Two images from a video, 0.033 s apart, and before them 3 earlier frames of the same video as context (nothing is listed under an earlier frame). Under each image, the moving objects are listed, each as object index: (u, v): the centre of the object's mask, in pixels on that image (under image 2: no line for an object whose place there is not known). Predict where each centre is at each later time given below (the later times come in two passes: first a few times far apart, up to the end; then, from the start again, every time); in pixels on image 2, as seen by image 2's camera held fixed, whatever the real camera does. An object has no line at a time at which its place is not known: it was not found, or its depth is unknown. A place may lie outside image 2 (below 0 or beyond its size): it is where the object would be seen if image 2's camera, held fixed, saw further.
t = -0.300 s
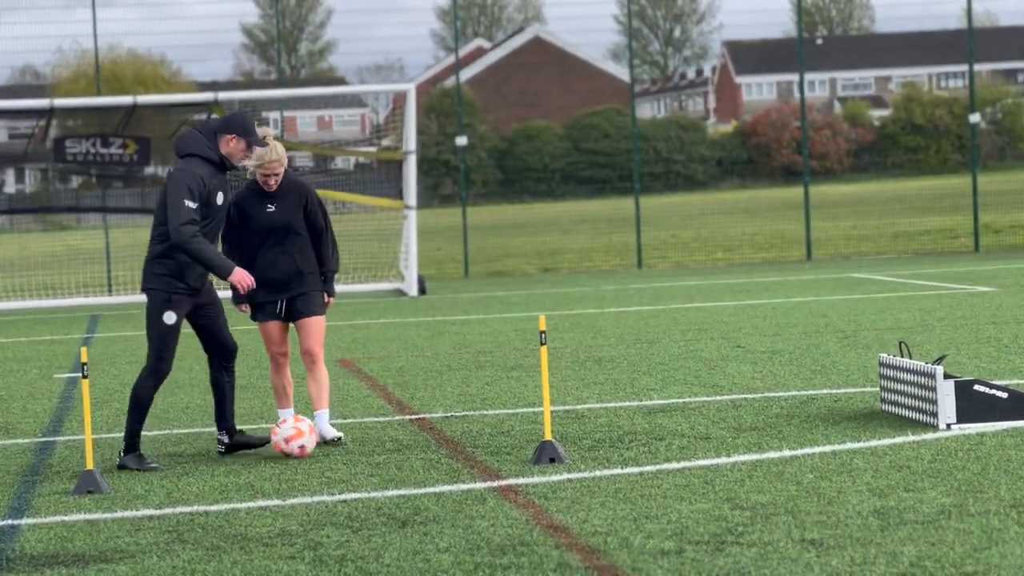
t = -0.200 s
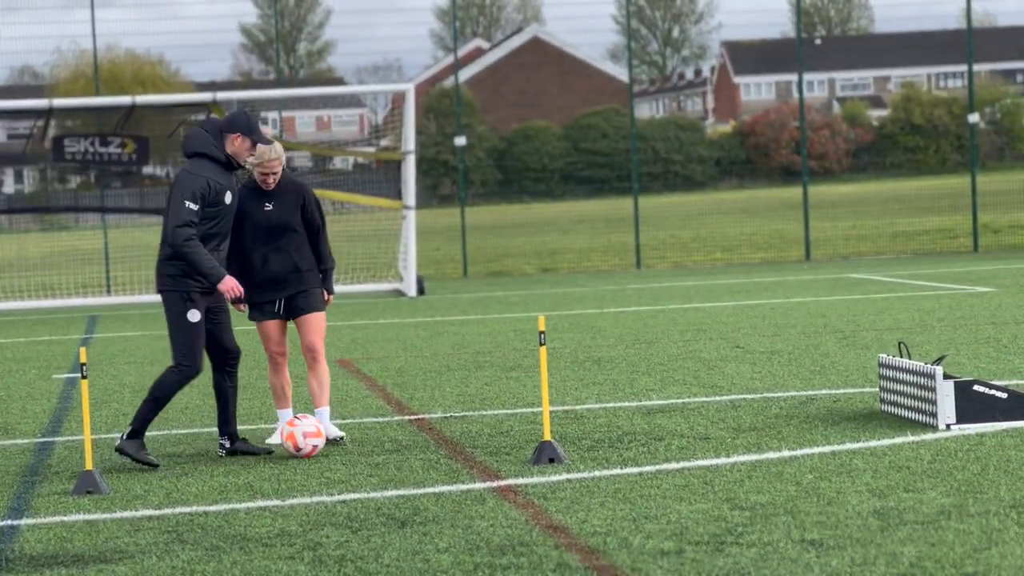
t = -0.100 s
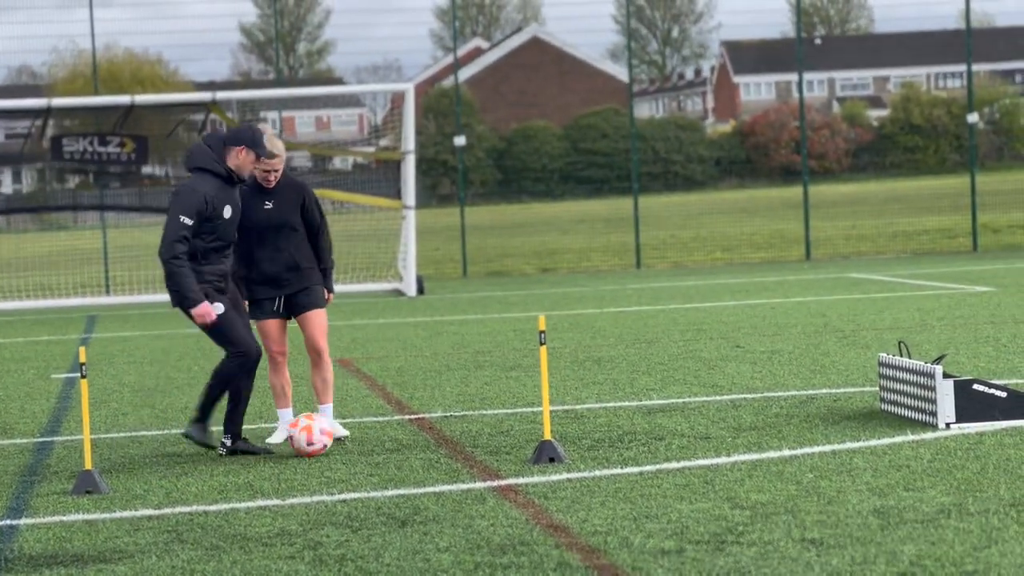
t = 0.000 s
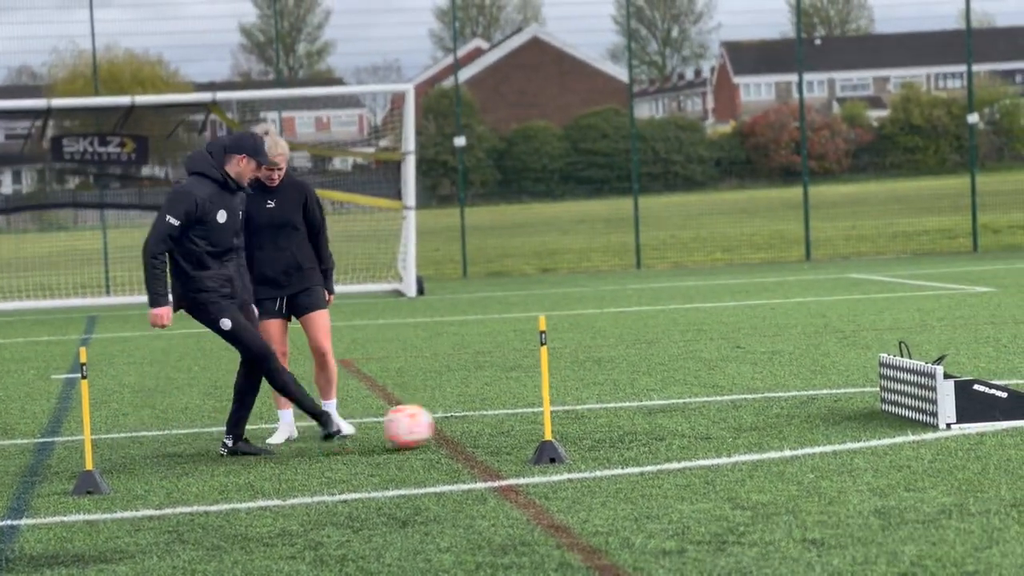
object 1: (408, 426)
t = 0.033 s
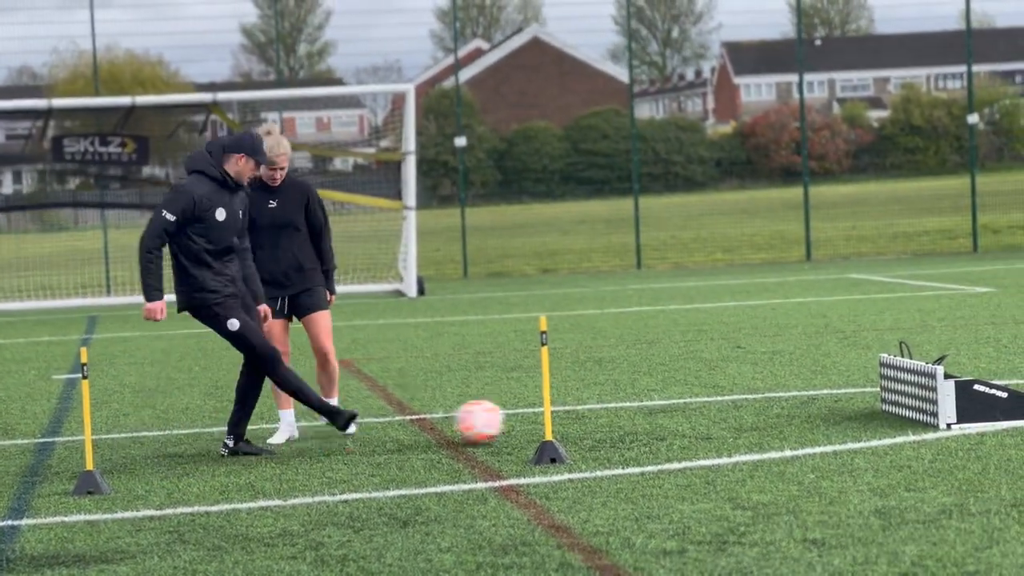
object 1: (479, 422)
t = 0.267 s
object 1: (862, 391)
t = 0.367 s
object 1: (735, 393)
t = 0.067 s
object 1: (545, 417)
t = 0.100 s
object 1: (614, 414)
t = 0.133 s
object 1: (677, 409)
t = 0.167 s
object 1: (738, 406)
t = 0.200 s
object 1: (797, 402)
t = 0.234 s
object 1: (853, 396)
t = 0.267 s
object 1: (862, 391)
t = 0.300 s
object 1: (820, 390)
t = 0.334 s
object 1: (777, 390)
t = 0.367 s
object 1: (735, 393)
